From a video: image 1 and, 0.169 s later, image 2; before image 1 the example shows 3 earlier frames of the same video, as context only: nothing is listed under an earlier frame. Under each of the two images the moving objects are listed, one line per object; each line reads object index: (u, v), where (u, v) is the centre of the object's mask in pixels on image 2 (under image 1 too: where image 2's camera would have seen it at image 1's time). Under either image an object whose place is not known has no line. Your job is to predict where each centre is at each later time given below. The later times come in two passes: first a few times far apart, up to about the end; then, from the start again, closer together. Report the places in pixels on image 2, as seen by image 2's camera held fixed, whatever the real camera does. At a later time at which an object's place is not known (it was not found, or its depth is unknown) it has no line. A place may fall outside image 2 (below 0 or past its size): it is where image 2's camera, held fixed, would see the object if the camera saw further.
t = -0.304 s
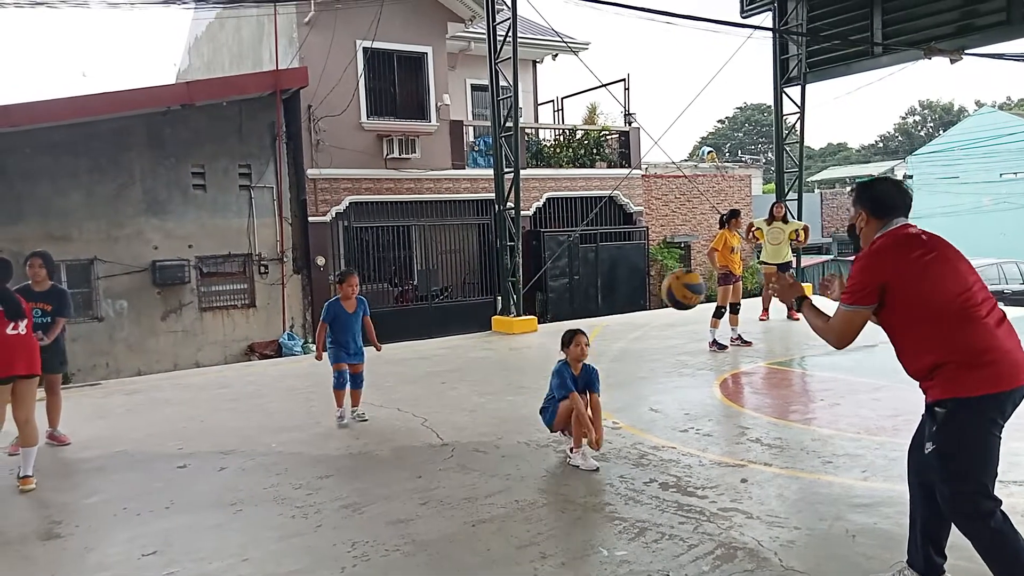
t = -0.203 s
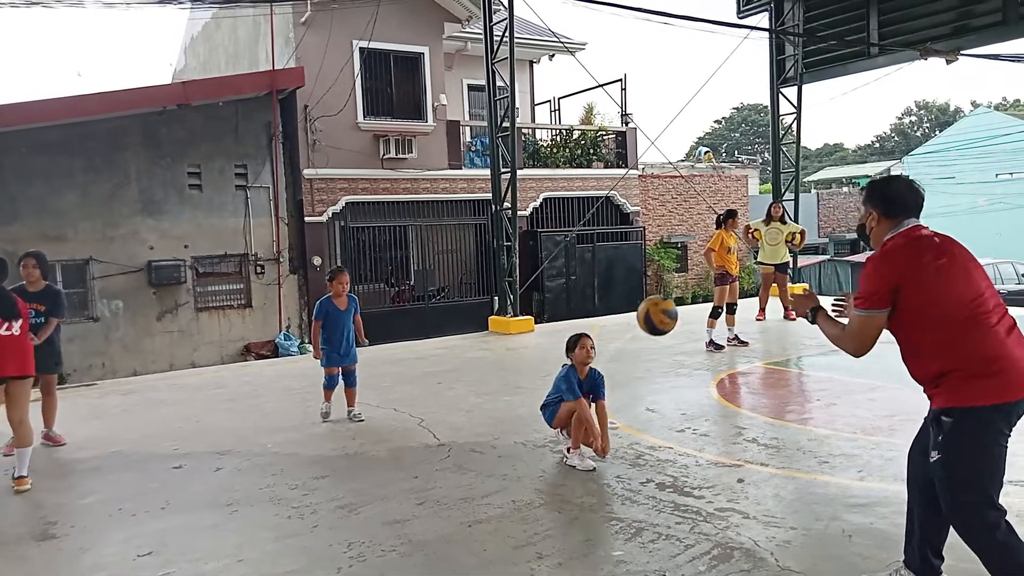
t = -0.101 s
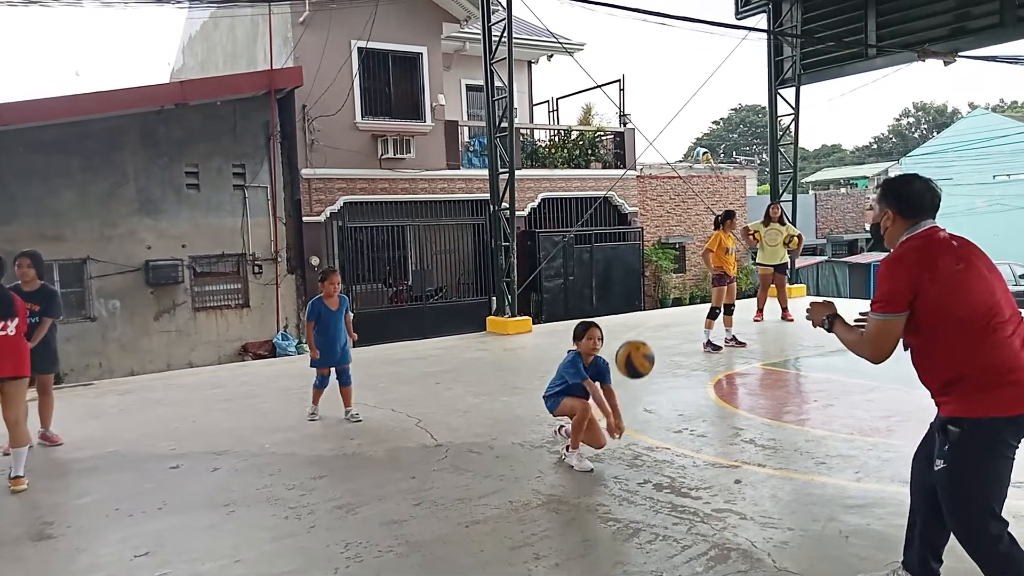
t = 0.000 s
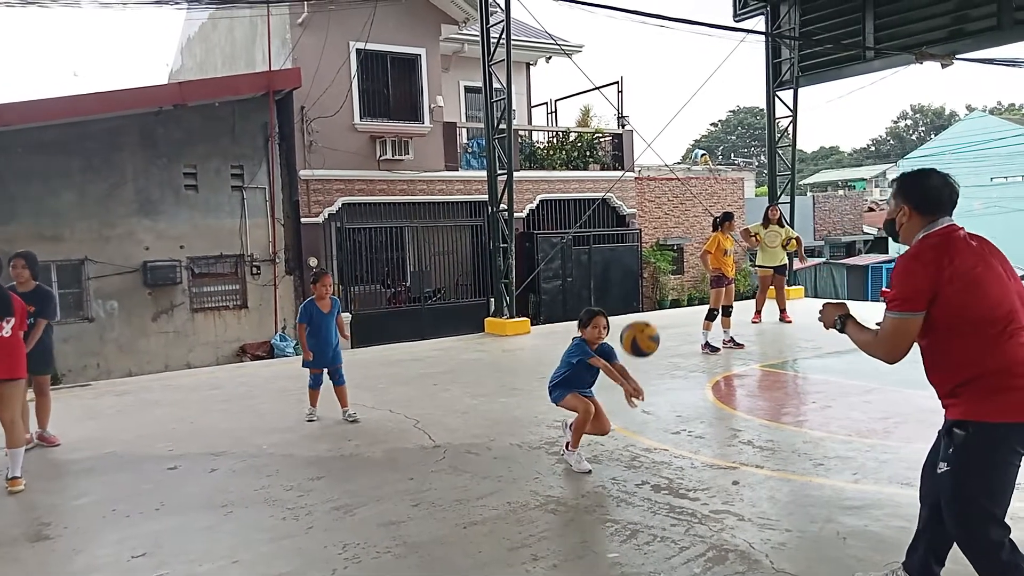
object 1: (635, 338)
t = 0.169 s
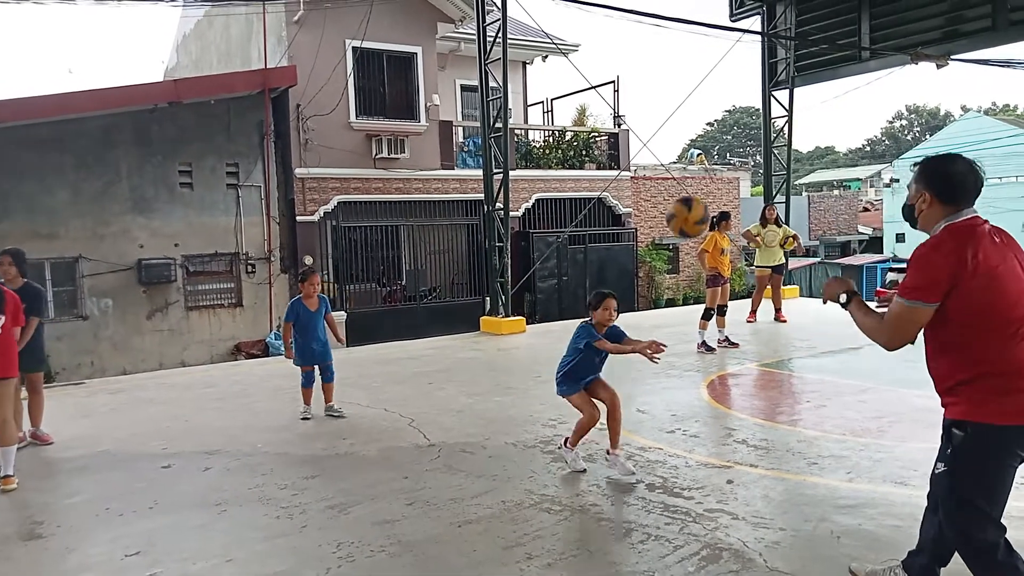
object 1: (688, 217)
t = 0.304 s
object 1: (741, 144)
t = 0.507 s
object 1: (841, 94)
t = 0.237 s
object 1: (714, 177)
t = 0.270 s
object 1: (727, 160)
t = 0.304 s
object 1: (741, 144)
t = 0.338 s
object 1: (756, 131)
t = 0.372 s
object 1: (771, 119)
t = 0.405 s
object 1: (787, 108)
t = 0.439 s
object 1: (805, 101)
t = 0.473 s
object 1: (822, 96)
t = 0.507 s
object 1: (841, 94)
